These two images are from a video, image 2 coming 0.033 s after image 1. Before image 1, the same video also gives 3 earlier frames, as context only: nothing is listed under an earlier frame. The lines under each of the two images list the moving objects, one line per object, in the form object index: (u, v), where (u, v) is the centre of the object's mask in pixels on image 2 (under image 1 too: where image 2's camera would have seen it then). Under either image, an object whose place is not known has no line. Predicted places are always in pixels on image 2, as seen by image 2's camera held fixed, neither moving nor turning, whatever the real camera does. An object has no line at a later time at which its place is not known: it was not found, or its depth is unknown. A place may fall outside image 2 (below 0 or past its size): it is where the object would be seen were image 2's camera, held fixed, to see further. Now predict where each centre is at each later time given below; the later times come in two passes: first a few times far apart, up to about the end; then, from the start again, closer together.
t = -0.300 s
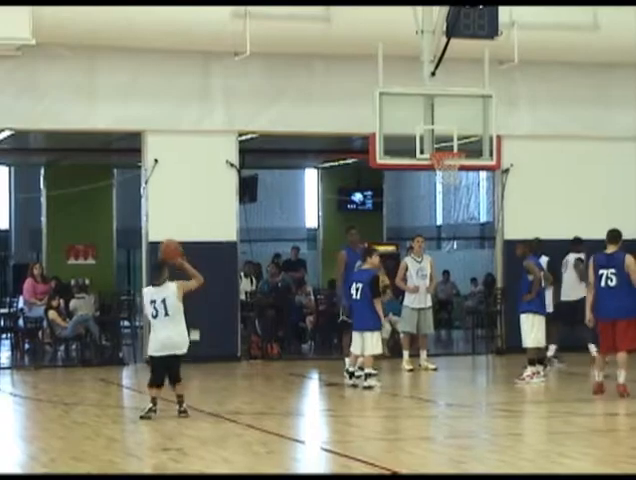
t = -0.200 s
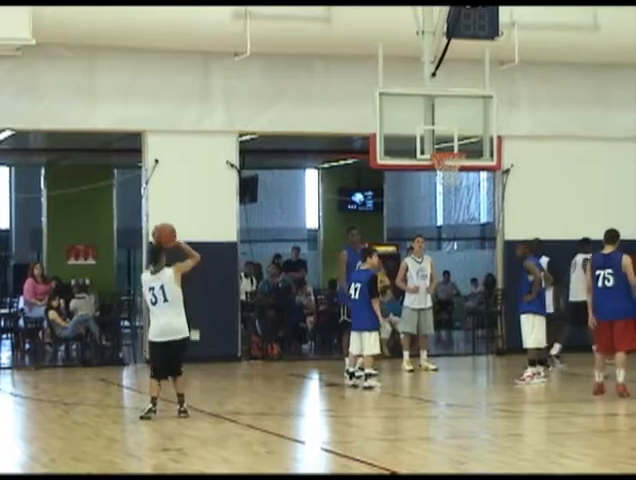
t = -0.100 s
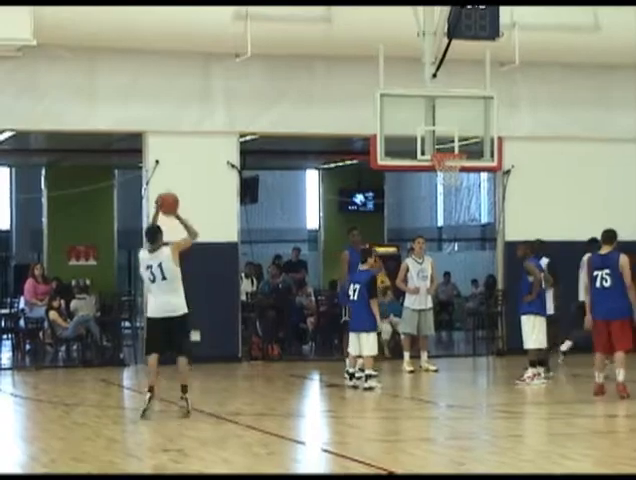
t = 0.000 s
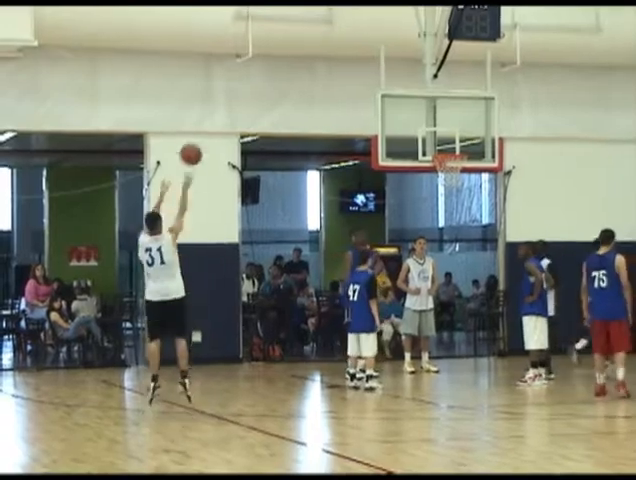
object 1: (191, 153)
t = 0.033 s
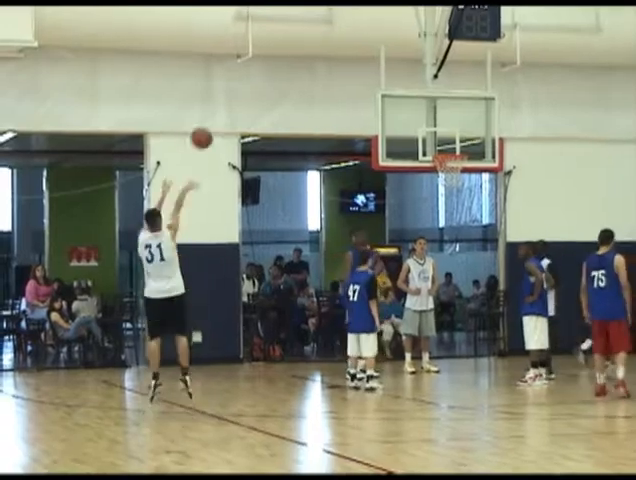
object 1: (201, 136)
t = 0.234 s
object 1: (259, 64)
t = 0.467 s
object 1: (320, 34)
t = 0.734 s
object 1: (380, 56)
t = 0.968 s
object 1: (427, 114)
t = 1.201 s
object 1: (461, 176)
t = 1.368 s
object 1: (468, 200)
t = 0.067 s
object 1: (211, 121)
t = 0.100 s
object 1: (221, 106)
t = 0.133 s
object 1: (231, 93)
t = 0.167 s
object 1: (241, 83)
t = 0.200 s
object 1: (250, 73)
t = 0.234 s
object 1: (259, 64)
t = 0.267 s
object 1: (269, 57)
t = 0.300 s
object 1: (277, 51)
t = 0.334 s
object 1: (286, 46)
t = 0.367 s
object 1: (294, 42)
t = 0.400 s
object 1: (303, 38)
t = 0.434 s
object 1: (312, 36)
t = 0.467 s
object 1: (320, 34)
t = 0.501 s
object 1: (328, 35)
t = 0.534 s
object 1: (336, 35)
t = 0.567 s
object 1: (343, 36)
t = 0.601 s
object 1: (351, 39)
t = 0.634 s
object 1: (359, 42)
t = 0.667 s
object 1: (366, 46)
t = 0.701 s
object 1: (373, 50)
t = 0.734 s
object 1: (380, 56)
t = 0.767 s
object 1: (387, 62)
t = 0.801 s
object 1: (394, 69)
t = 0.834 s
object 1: (401, 76)
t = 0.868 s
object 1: (408, 84)
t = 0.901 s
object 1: (414, 93)
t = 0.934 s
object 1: (420, 104)
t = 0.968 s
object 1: (427, 114)
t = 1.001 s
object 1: (434, 124)
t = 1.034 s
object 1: (440, 135)
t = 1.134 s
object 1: (456, 170)
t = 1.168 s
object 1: (459, 174)
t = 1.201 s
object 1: (461, 176)
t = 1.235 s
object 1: (462, 179)
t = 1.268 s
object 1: (463, 183)
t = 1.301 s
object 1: (465, 189)
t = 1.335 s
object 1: (467, 193)
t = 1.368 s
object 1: (468, 200)
